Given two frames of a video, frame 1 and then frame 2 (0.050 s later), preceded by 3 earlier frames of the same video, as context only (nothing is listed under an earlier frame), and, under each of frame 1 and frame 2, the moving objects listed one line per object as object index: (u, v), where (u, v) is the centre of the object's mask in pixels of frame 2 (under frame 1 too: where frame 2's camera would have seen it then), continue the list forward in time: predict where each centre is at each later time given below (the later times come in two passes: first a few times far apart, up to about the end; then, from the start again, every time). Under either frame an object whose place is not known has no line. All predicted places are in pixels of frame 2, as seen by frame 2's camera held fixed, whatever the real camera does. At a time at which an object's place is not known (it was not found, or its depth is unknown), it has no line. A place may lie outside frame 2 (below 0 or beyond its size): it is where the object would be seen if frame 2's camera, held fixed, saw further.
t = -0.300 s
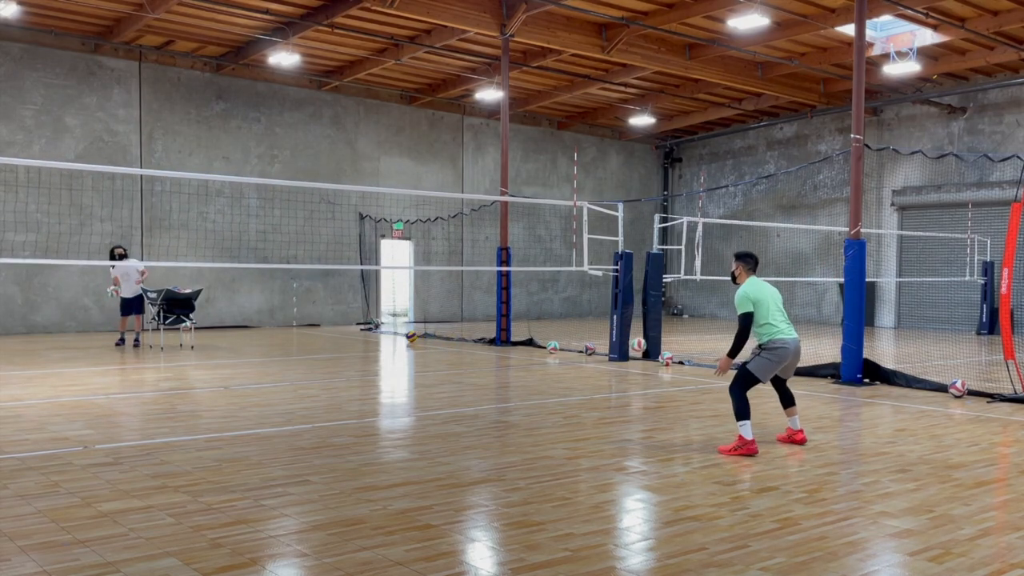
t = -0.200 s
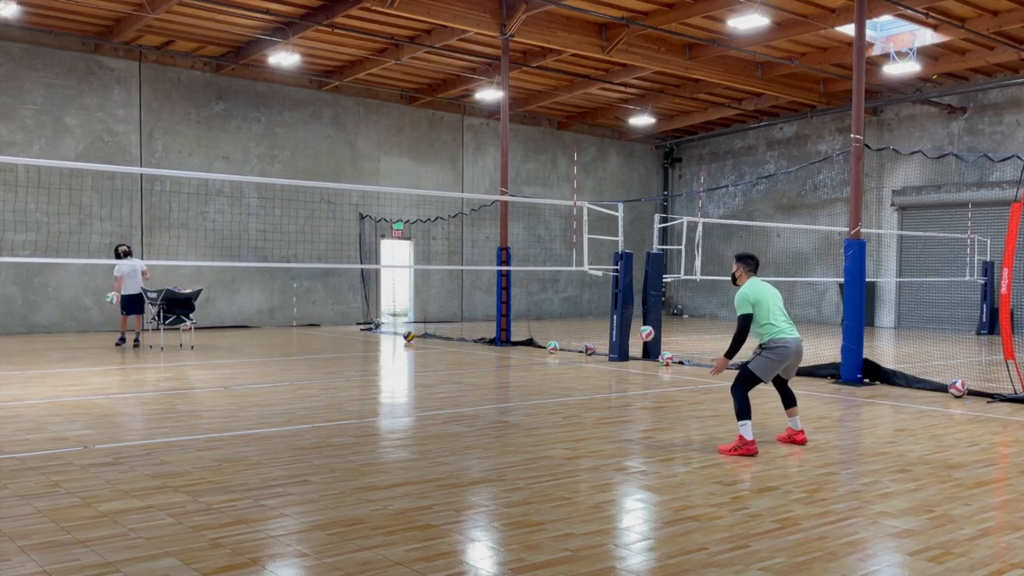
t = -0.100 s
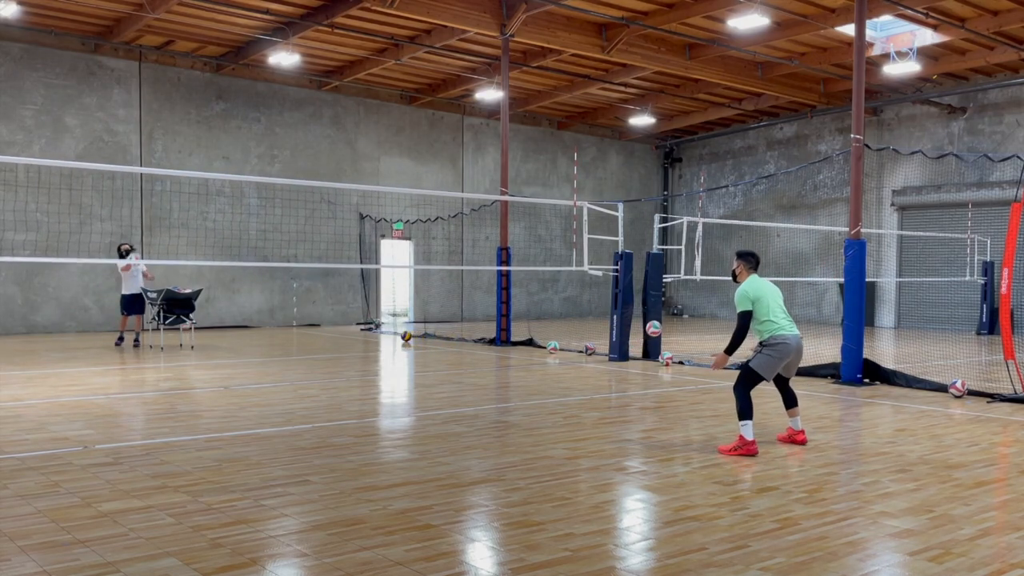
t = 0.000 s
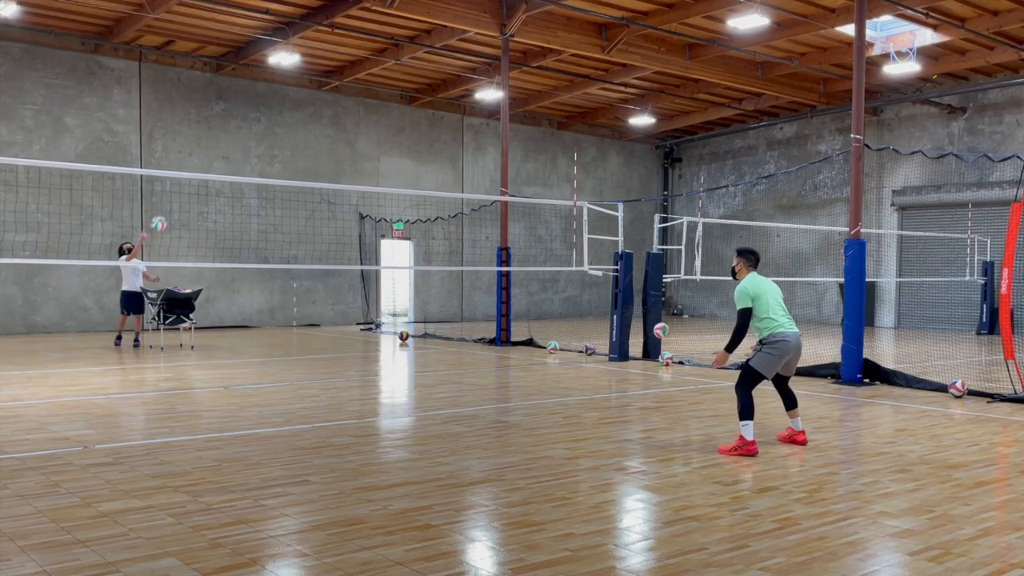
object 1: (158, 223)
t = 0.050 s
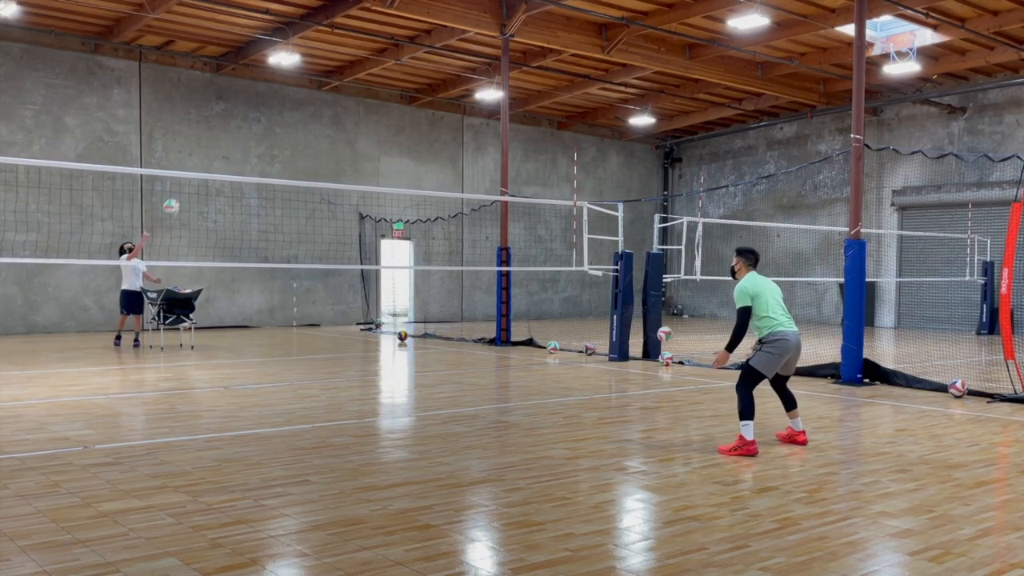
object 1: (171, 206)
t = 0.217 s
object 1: (219, 161)
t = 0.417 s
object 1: (287, 130)
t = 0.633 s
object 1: (381, 138)
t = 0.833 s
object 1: (495, 205)
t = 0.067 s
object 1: (175, 201)
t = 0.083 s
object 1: (180, 196)
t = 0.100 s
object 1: (185, 192)
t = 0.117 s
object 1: (189, 187)
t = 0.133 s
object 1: (194, 182)
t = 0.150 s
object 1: (198, 178)
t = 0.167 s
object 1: (203, 173)
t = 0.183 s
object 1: (209, 167)
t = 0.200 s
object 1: (214, 165)
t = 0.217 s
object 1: (219, 161)
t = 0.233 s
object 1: (224, 157)
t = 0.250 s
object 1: (229, 154)
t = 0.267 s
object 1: (234, 150)
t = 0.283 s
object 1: (240, 147)
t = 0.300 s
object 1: (246, 145)
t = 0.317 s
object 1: (251, 142)
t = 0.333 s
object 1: (257, 139)
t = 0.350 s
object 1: (262, 137)
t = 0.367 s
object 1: (269, 135)
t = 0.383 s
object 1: (274, 133)
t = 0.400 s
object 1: (281, 131)
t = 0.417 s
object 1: (287, 130)
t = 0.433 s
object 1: (293, 129)
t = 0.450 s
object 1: (300, 128)
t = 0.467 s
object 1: (307, 127)
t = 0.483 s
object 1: (313, 127)
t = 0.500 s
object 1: (320, 127)
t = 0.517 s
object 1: (327, 127)
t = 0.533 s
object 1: (334, 128)
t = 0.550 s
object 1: (342, 129)
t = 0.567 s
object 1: (349, 130)
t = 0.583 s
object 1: (357, 132)
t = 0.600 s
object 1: (364, 134)
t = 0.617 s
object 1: (373, 135)
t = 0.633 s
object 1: (381, 138)
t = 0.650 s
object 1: (389, 141)
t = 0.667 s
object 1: (397, 145)
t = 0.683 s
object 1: (406, 148)
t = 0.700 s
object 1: (415, 152)
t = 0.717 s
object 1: (423, 157)
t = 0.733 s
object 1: (433, 162)
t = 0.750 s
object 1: (443, 168)
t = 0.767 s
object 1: (453, 174)
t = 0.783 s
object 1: (463, 180)
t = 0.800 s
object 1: (473, 187)
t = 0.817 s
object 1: (483, 196)
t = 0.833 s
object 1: (495, 205)
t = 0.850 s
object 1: (505, 213)
